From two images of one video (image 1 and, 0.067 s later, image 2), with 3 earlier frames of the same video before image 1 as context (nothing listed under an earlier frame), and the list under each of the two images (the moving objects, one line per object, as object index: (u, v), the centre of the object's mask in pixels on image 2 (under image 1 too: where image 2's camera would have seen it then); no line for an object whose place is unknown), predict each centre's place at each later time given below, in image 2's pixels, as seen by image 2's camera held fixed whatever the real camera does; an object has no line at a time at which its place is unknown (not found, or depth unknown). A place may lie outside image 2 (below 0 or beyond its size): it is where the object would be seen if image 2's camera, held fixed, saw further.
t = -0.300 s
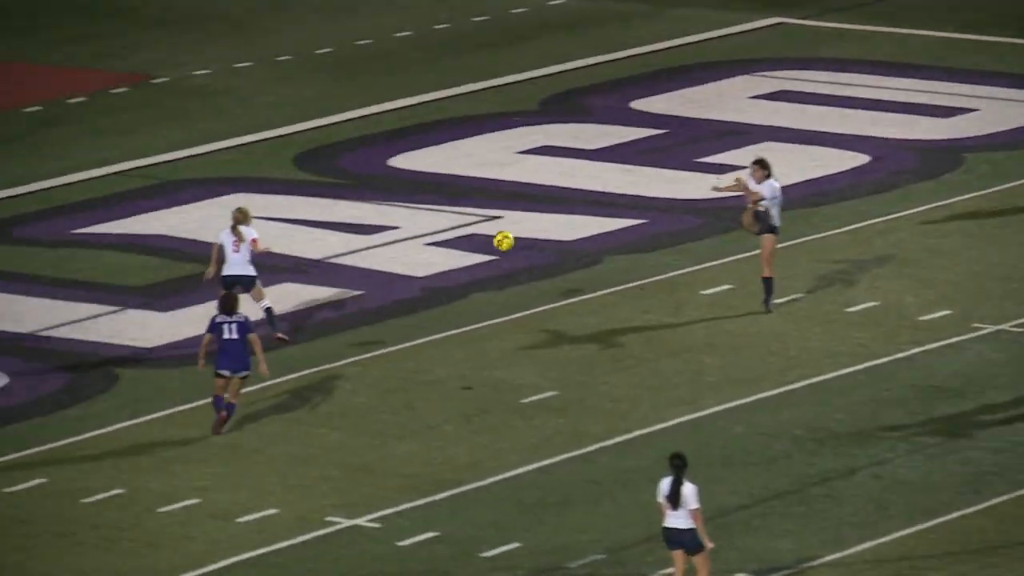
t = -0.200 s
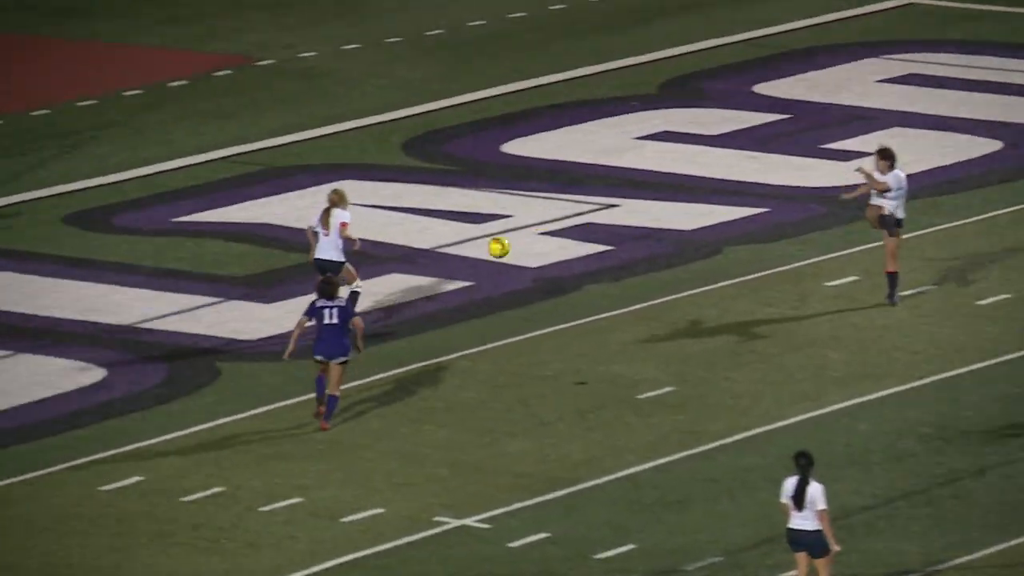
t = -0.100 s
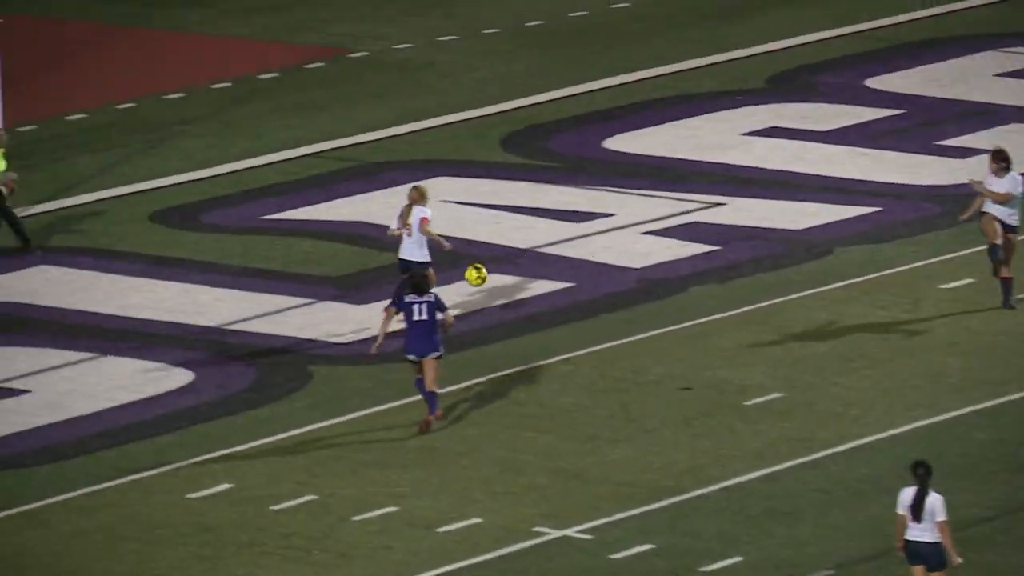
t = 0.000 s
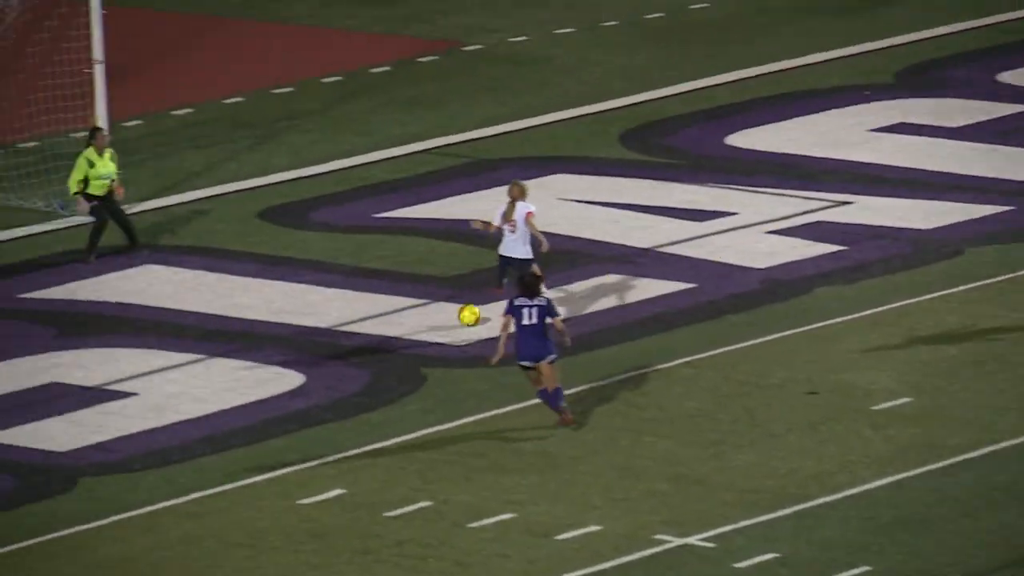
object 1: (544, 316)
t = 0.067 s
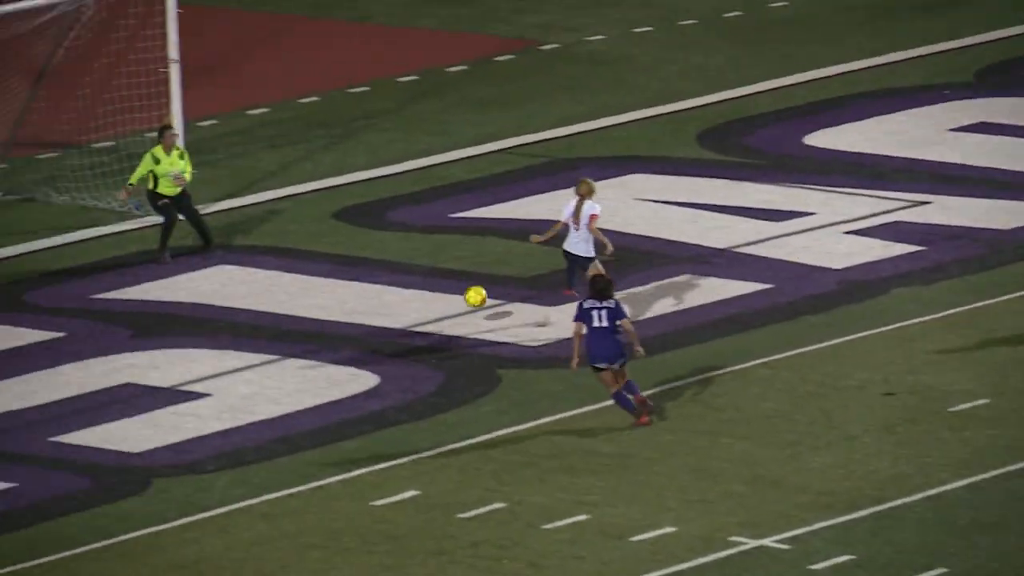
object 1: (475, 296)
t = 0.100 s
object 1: (441, 288)
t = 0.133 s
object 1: (408, 280)
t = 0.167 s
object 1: (374, 274)
